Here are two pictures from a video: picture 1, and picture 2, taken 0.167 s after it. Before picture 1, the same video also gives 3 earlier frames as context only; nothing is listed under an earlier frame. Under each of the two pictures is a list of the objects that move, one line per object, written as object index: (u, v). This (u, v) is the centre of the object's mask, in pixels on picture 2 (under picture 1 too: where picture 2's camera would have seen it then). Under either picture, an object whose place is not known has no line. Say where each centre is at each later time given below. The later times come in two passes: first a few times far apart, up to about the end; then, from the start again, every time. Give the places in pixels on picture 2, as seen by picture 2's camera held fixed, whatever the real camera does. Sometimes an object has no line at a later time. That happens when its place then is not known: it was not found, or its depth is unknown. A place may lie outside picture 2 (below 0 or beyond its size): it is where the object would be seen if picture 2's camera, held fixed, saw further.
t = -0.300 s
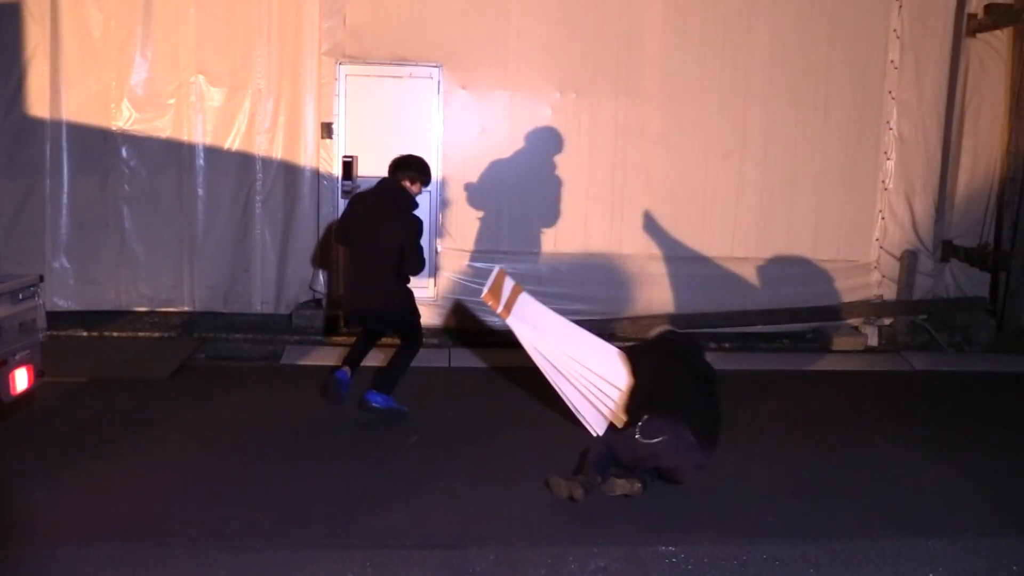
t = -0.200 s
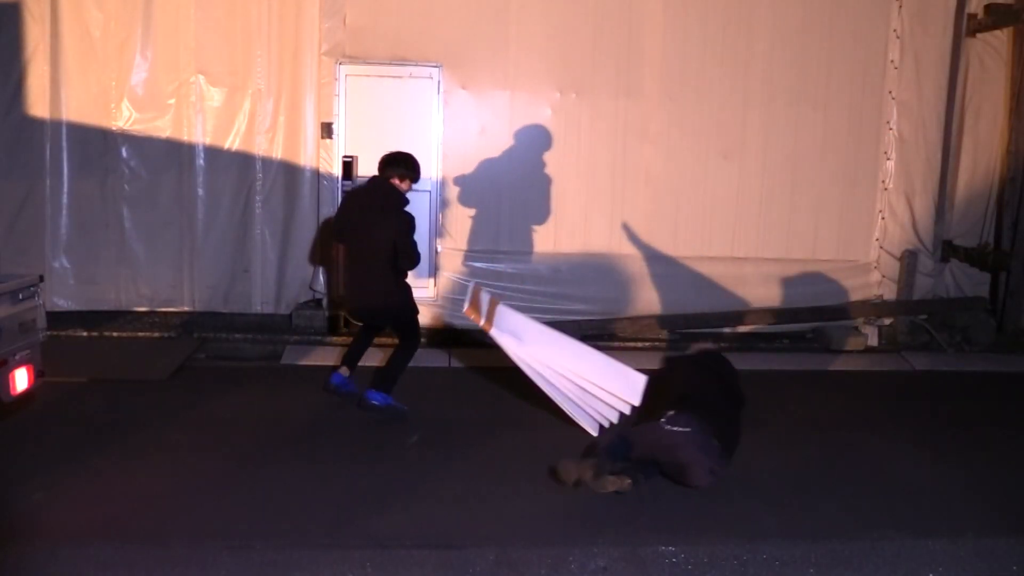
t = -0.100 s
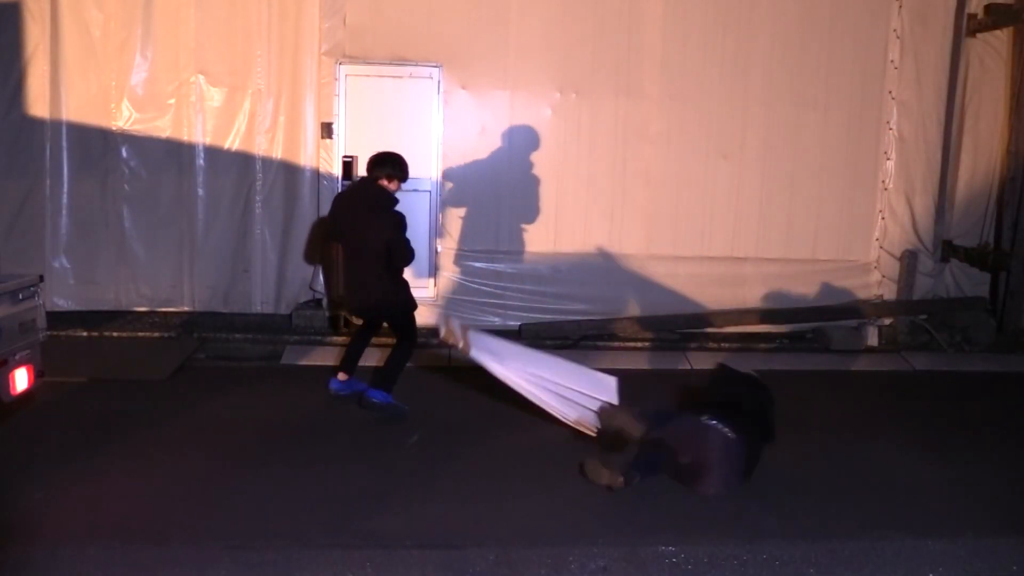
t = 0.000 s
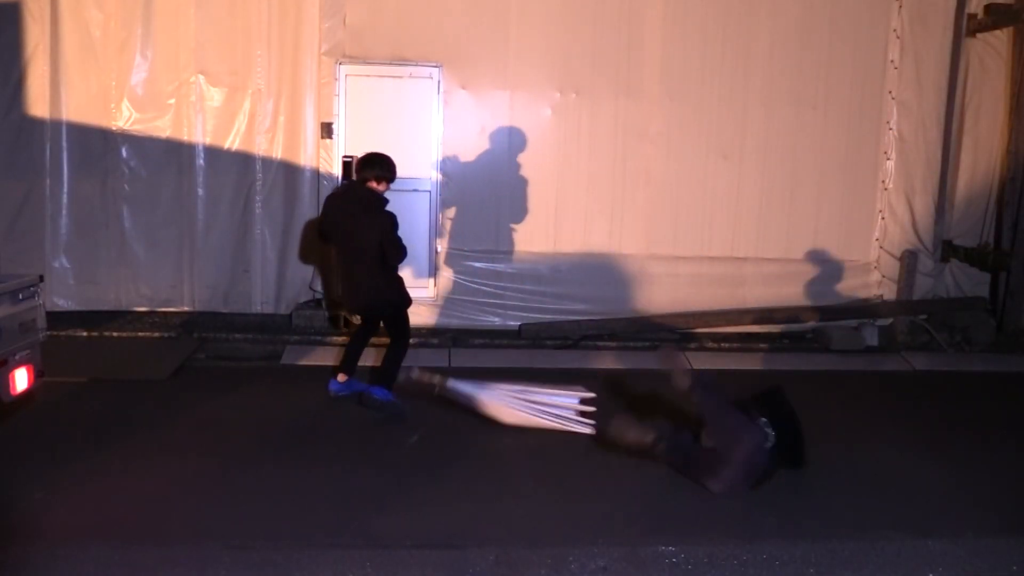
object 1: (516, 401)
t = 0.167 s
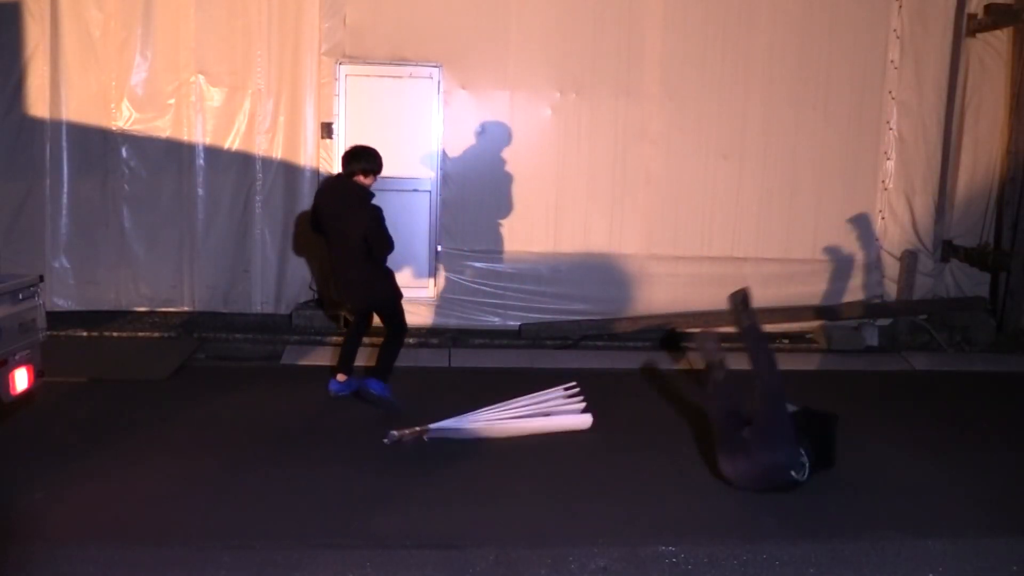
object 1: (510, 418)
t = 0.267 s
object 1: (518, 416)
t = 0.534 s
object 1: (501, 432)
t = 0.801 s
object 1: (505, 430)
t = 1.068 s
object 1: (503, 431)
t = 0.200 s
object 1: (512, 418)
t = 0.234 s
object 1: (515, 417)
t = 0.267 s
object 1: (518, 416)
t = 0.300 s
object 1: (520, 416)
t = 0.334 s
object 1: (518, 417)
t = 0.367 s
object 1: (514, 419)
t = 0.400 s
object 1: (510, 422)
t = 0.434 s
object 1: (508, 424)
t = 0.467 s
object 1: (505, 427)
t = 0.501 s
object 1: (503, 430)
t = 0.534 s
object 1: (501, 432)
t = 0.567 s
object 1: (500, 433)
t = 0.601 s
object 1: (500, 434)
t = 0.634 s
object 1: (501, 433)
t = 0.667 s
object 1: (502, 432)
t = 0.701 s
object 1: (503, 432)
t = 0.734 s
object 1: (504, 431)
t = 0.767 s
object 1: (504, 430)
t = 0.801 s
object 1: (505, 430)
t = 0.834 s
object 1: (505, 429)
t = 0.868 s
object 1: (505, 429)
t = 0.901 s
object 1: (504, 430)
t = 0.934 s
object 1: (504, 430)
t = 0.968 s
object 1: (503, 431)
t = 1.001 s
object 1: (503, 431)
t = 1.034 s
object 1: (503, 431)
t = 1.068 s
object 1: (503, 431)
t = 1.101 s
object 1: (503, 431)
